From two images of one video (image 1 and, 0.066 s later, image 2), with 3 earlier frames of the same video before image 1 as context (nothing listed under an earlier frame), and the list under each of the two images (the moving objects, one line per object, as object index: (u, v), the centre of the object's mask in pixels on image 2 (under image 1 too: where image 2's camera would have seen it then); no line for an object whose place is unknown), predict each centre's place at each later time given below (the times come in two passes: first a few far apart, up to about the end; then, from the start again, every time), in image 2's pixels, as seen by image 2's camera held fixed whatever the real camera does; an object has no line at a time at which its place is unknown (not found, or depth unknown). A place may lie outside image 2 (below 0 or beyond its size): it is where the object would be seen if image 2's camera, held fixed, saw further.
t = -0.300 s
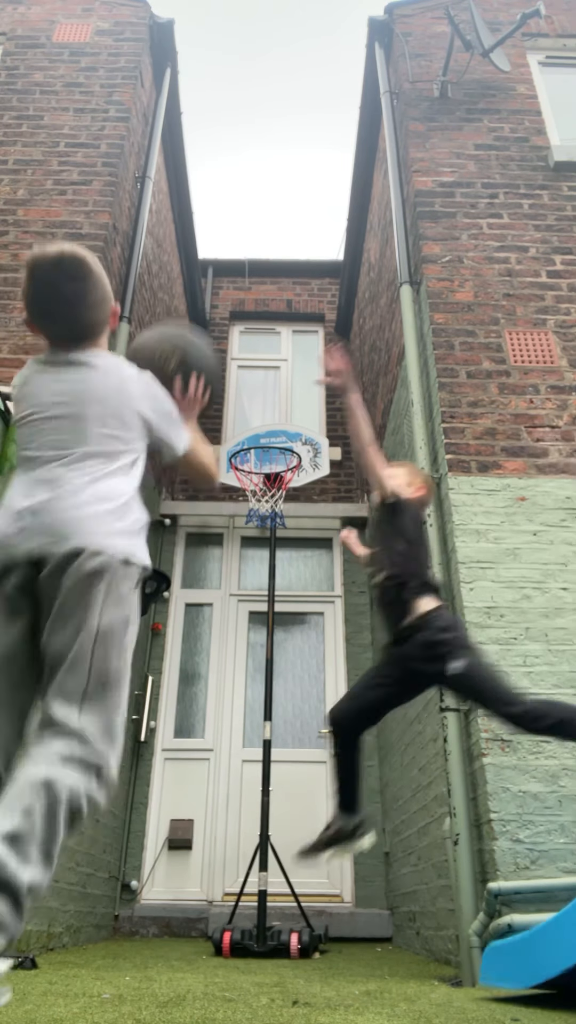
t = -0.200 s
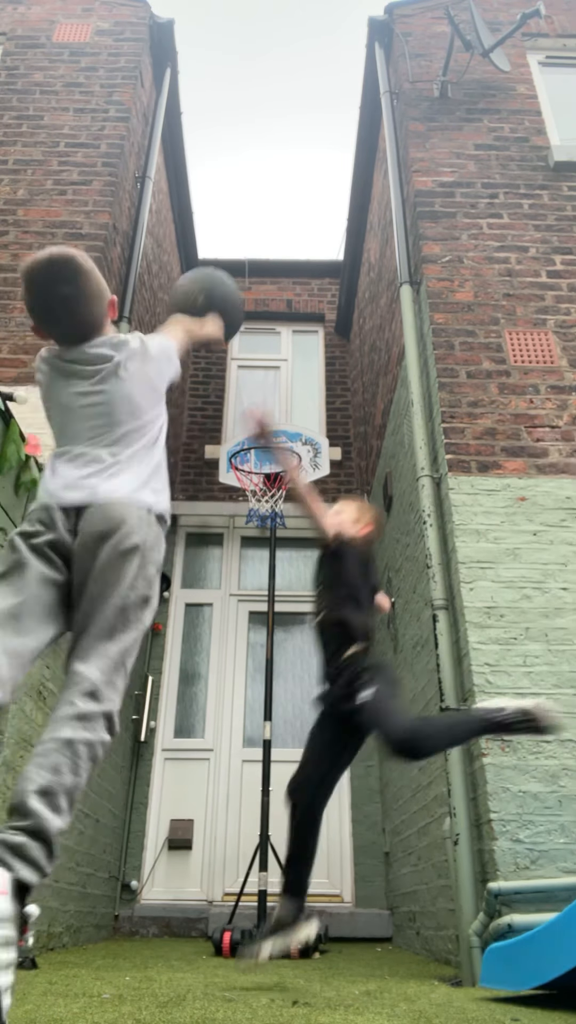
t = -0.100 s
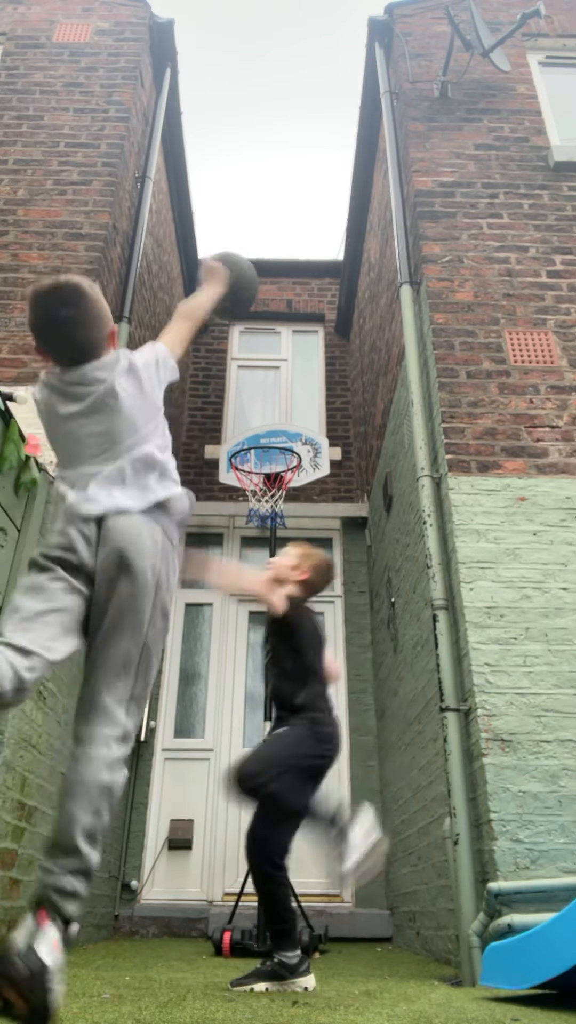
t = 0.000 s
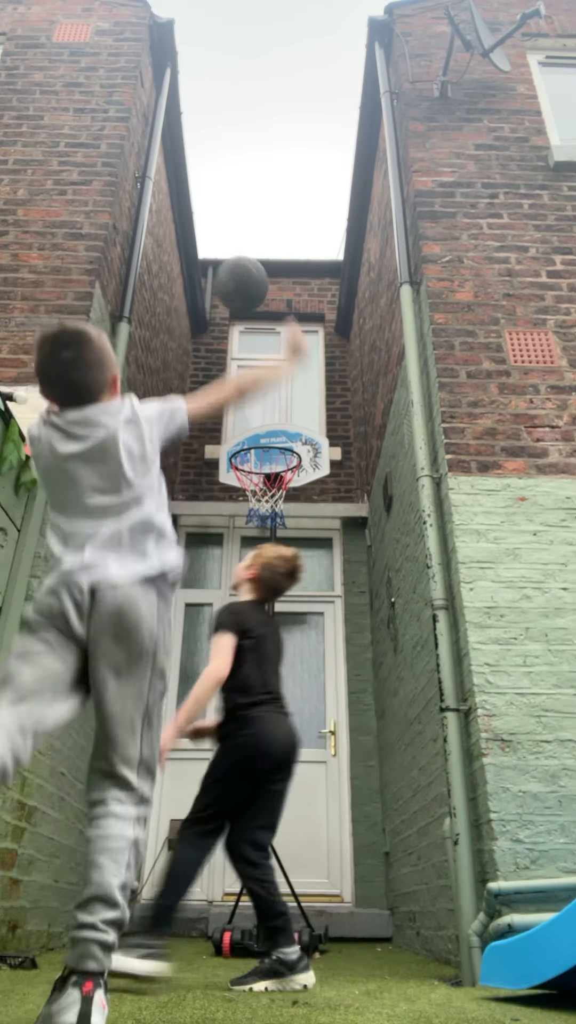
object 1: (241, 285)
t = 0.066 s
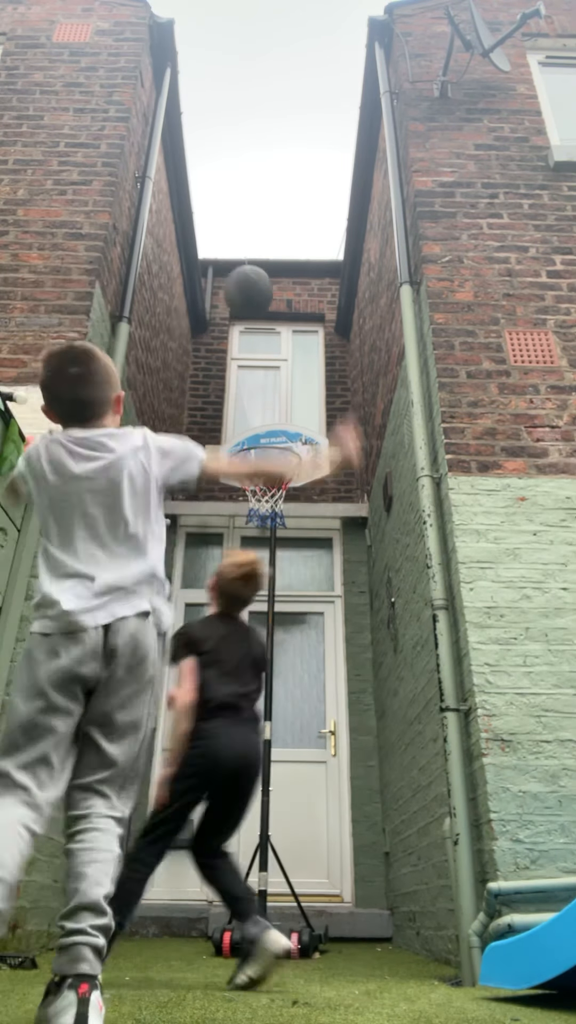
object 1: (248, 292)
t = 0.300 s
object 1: (265, 354)
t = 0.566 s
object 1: (267, 431)
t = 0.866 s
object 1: (249, 534)
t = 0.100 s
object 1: (251, 298)
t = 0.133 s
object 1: (254, 304)
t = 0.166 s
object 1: (256, 312)
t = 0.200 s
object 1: (258, 320)
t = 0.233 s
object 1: (261, 330)
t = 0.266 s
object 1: (263, 341)
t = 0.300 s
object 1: (265, 354)
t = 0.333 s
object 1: (267, 366)
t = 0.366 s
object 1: (268, 379)
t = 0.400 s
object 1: (270, 393)
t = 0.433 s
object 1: (272, 409)
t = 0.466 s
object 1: (272, 418)
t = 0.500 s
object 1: (271, 423)
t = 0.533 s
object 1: (269, 427)
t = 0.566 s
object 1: (267, 431)
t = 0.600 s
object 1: (265, 435)
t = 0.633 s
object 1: (263, 440)
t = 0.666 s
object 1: (260, 445)
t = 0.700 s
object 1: (259, 468)
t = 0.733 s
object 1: (256, 477)
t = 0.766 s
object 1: (254, 494)
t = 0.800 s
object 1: (250, 506)
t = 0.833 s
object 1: (251, 518)
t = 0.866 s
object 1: (249, 534)
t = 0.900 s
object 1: (248, 552)
